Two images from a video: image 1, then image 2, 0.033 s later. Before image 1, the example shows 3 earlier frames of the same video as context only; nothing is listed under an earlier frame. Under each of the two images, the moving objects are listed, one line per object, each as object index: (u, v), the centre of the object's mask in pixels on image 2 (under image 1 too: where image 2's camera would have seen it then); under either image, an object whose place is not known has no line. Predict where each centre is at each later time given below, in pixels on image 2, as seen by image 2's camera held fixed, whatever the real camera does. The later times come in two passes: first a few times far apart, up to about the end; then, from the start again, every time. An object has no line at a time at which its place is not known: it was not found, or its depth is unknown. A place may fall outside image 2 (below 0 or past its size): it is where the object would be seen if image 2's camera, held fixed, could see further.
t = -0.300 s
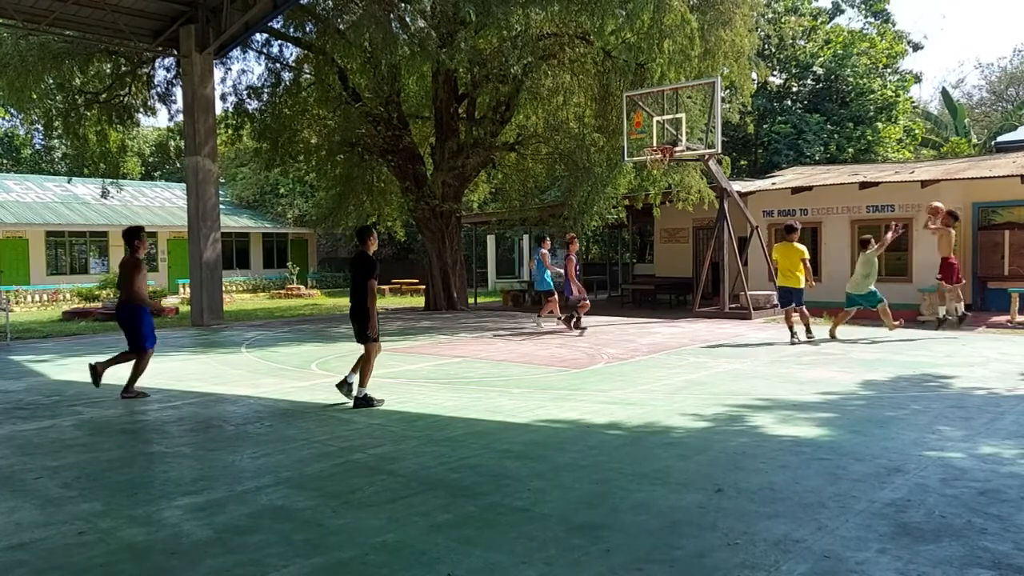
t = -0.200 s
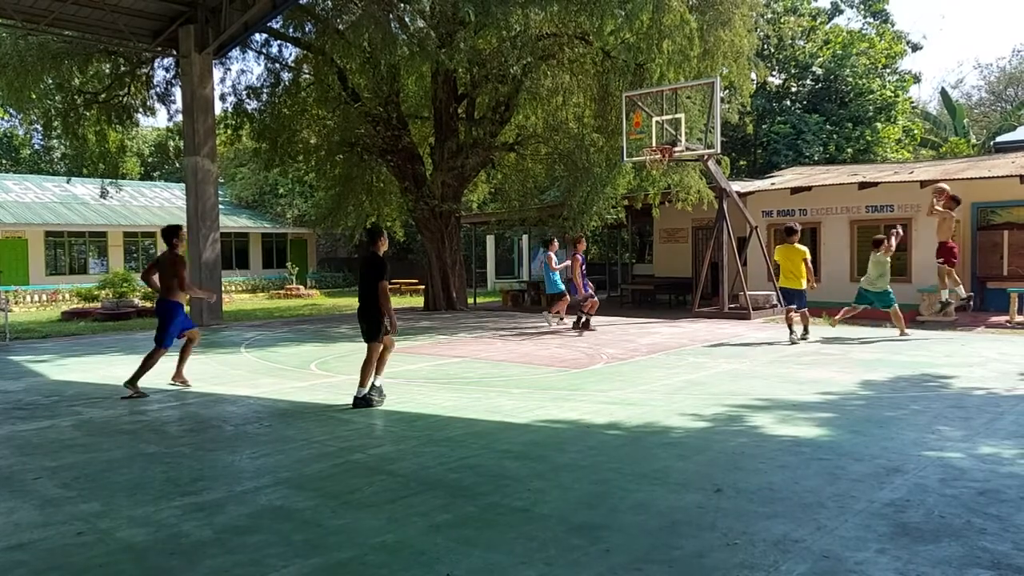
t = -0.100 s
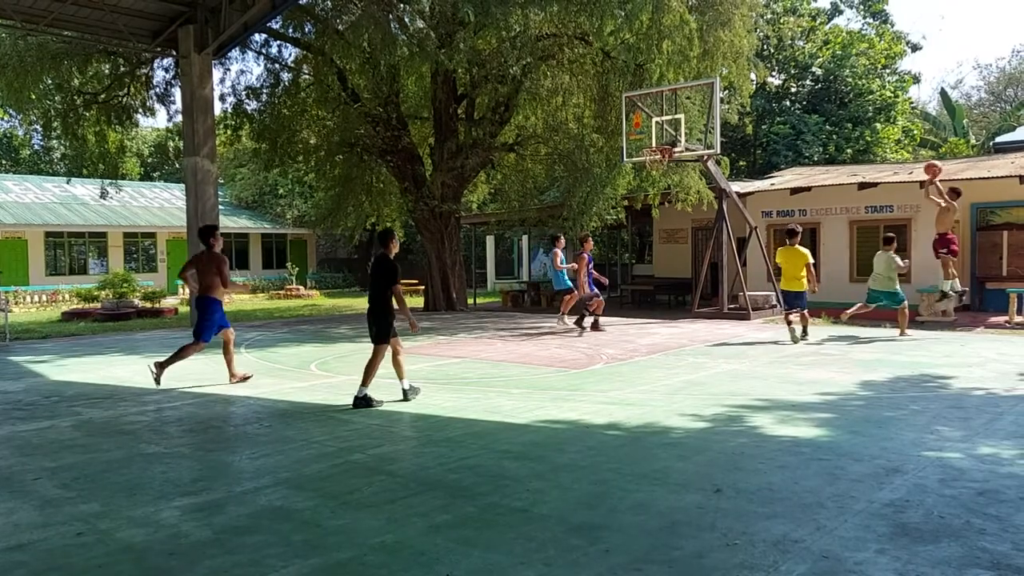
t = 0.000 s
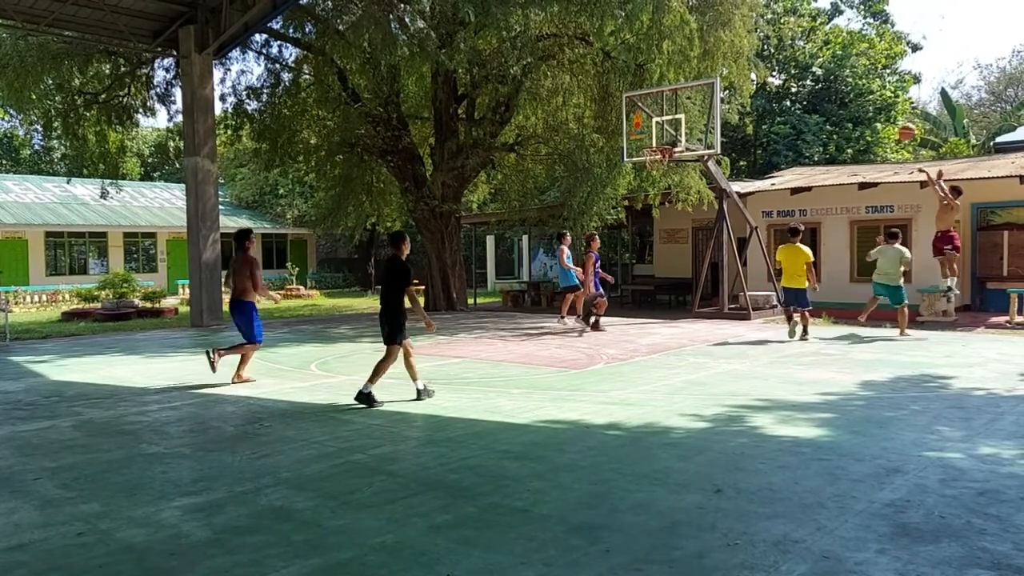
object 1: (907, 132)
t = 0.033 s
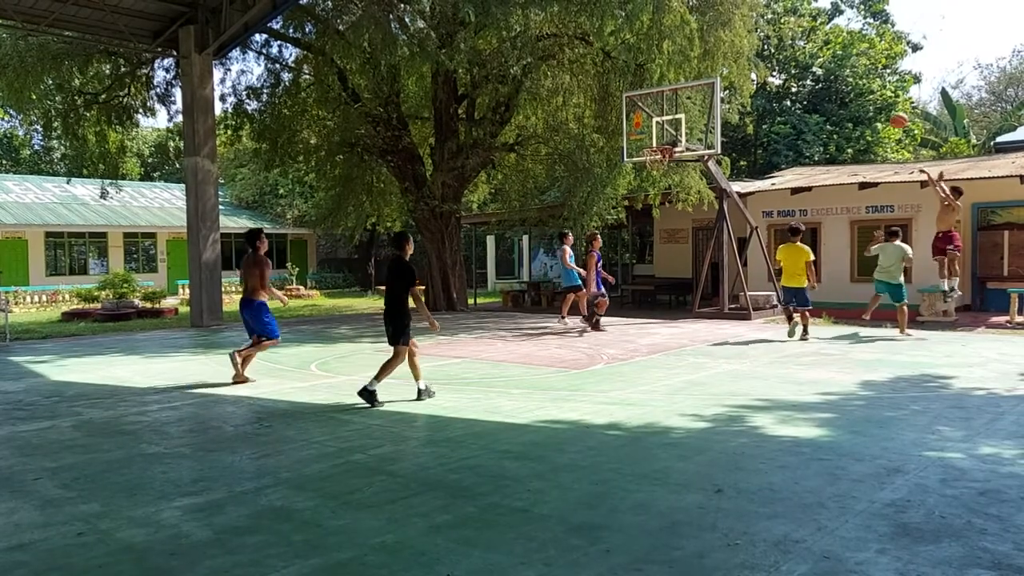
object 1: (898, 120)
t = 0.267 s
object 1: (837, 67)
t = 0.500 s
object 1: (778, 47)
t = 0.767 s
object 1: (717, 68)
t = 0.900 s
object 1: (700, 64)
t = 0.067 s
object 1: (889, 110)
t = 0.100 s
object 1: (879, 101)
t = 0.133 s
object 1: (871, 92)
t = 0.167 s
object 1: (862, 84)
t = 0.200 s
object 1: (853, 78)
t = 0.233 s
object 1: (845, 71)
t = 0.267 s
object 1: (837, 67)
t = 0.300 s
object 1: (827, 60)
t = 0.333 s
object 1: (819, 57)
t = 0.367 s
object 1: (810, 54)
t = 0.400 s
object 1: (802, 50)
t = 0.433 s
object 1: (795, 49)
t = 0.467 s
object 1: (787, 48)
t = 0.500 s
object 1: (778, 47)
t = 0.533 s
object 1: (770, 47)
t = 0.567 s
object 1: (762, 48)
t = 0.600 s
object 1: (754, 50)
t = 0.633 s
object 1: (747, 52)
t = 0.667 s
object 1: (739, 55)
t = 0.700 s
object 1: (731, 59)
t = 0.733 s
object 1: (723, 63)
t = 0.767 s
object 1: (717, 68)
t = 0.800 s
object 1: (710, 69)
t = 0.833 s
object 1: (707, 67)
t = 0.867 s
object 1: (703, 65)
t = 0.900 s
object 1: (700, 64)
